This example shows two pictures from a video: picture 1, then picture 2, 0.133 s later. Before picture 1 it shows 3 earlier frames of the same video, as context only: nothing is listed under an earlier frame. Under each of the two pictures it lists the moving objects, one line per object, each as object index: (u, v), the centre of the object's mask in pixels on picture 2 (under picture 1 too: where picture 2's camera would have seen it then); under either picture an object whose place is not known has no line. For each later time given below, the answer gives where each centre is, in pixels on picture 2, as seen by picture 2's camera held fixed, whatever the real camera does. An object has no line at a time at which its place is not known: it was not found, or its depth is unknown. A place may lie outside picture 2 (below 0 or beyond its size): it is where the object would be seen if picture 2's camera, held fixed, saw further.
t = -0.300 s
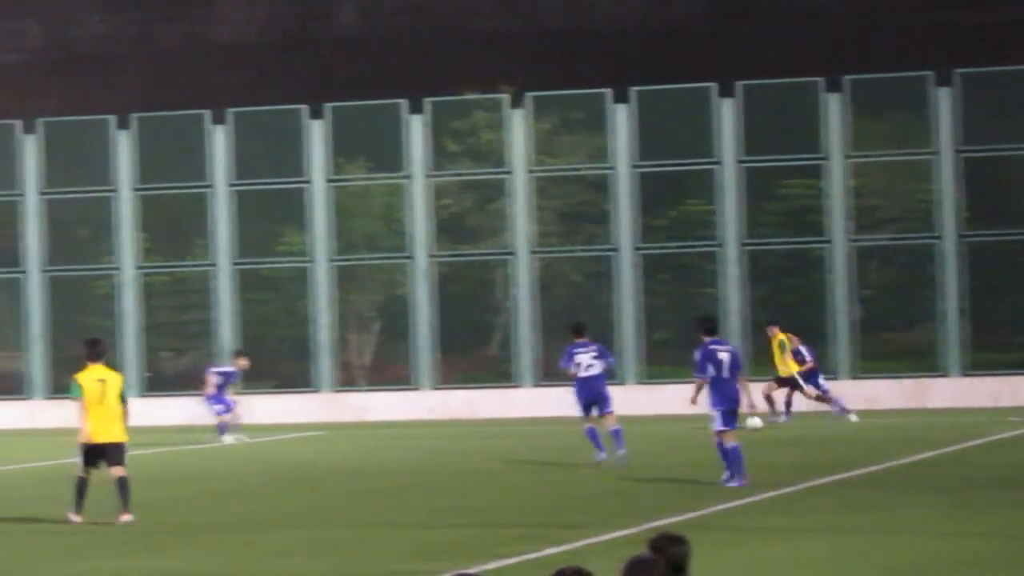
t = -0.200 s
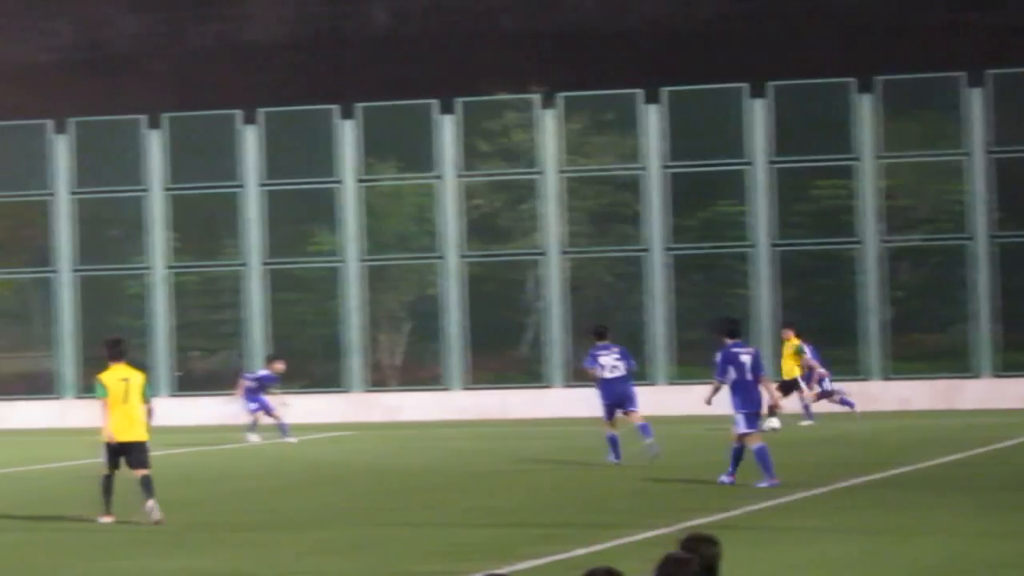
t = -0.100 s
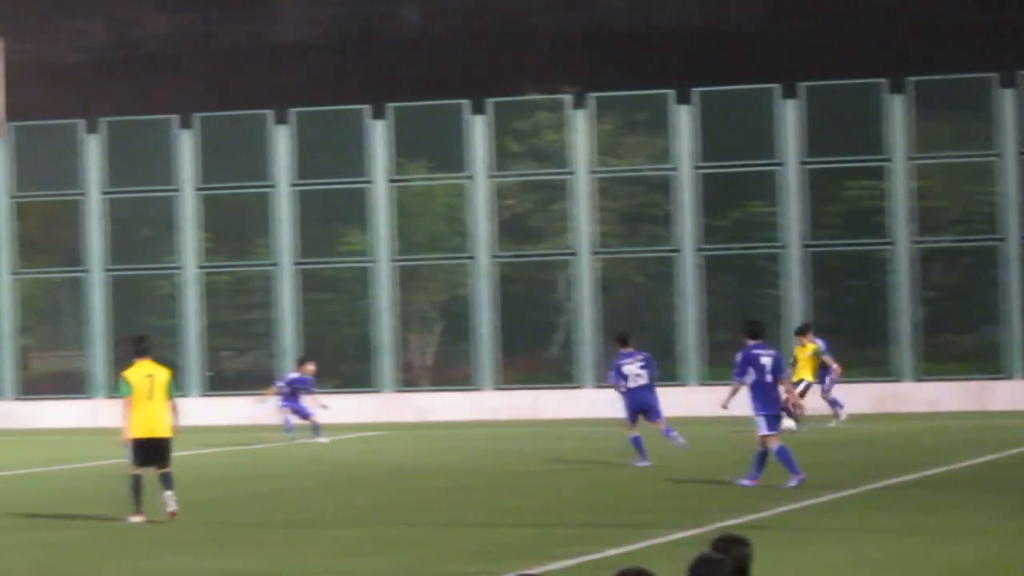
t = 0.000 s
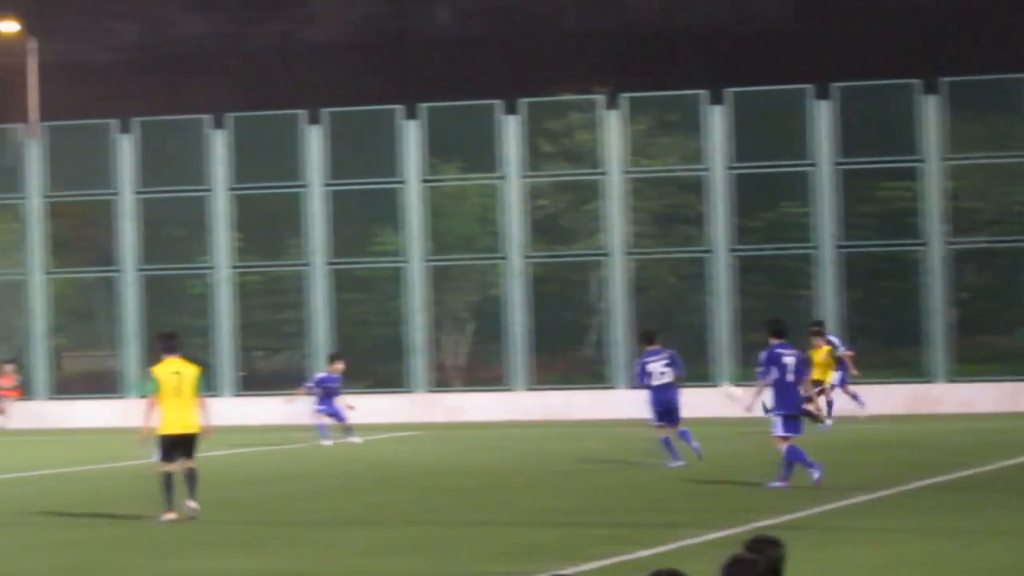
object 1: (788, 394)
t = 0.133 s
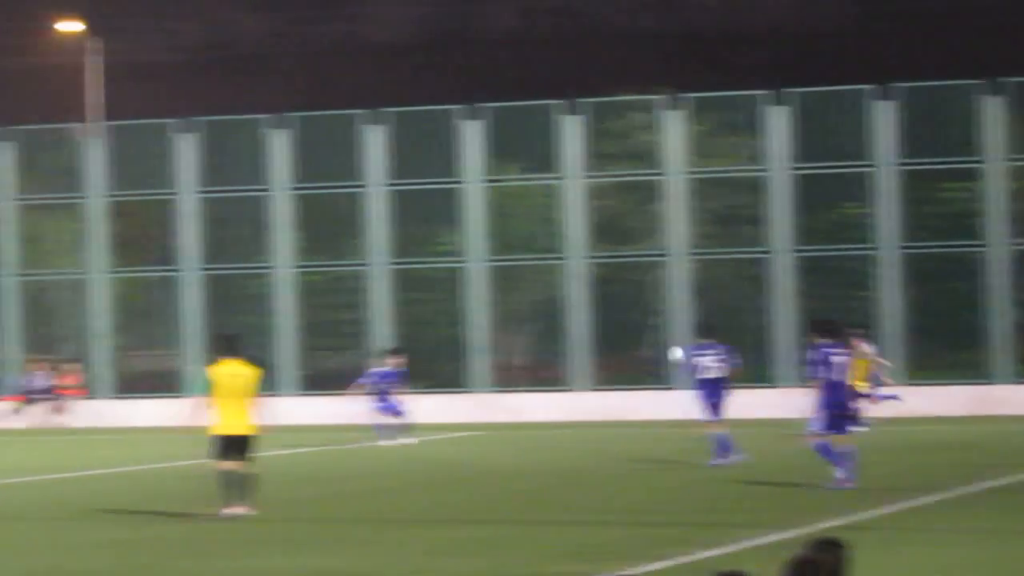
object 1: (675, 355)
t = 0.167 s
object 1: (656, 348)
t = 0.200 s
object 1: (623, 340)
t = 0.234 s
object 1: (596, 333)
